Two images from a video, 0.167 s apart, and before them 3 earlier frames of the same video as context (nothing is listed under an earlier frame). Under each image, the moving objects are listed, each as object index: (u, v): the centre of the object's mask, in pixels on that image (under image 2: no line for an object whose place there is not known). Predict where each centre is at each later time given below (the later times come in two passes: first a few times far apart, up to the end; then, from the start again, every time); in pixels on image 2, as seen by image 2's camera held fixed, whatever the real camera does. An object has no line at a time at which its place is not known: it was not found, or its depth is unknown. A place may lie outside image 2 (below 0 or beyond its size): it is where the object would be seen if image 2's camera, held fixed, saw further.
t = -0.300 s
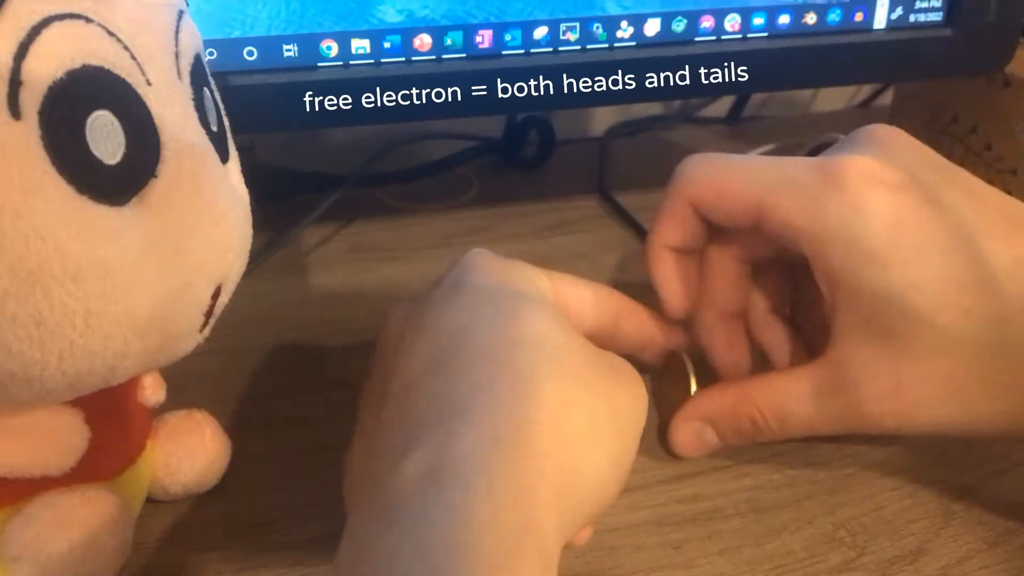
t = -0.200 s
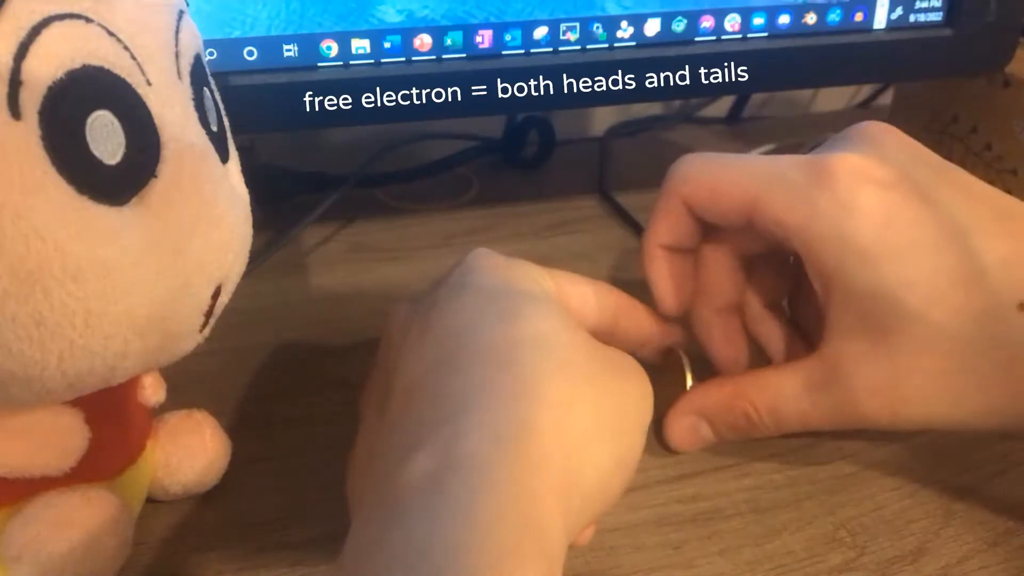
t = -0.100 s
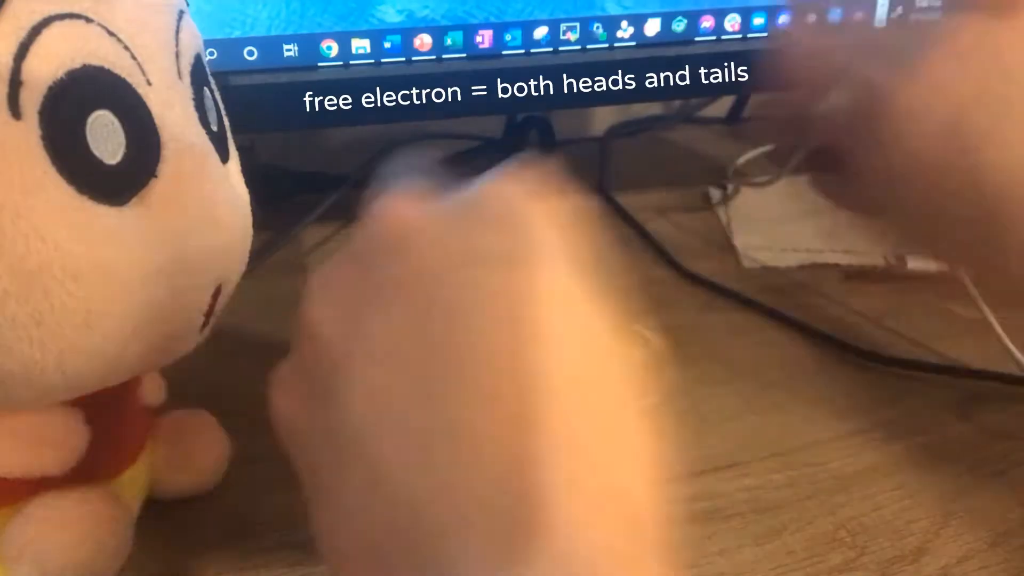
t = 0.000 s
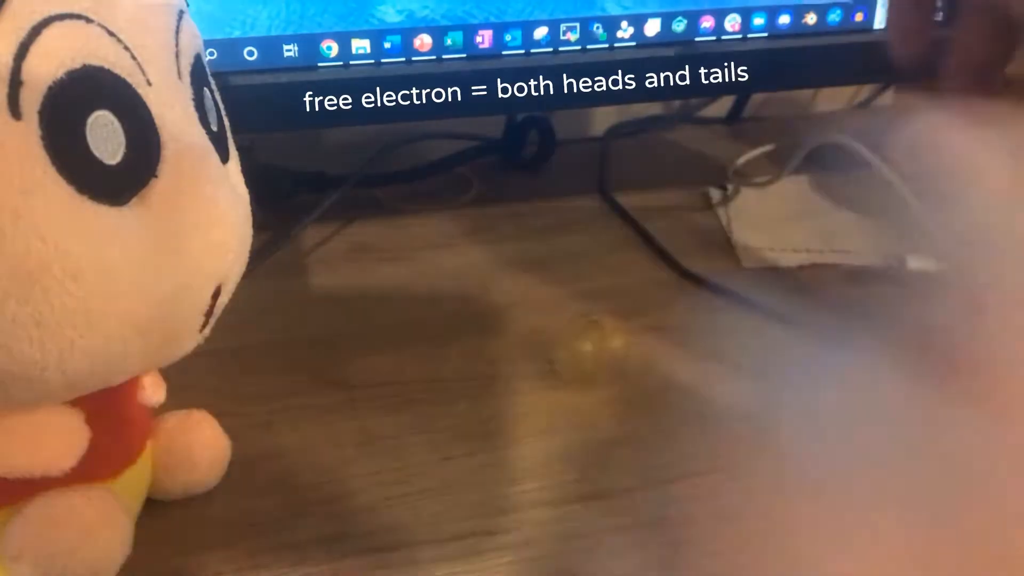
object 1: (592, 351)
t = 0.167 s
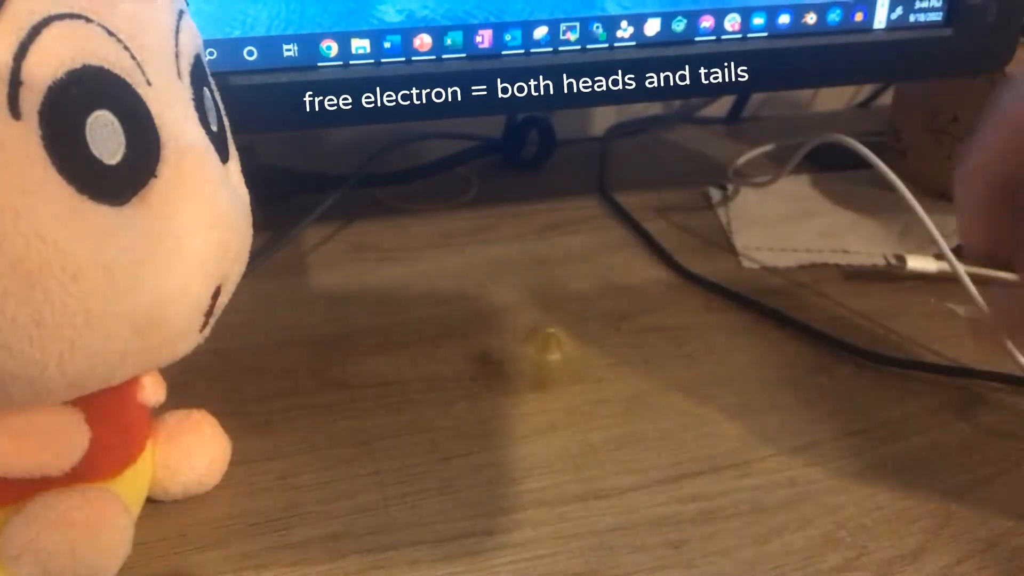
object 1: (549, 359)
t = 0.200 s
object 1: (536, 364)
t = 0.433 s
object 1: (523, 411)
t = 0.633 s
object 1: (562, 445)
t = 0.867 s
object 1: (622, 451)
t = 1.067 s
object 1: (641, 441)
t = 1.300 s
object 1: (637, 434)
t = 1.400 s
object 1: (629, 449)
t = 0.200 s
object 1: (536, 364)
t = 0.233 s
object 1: (536, 369)
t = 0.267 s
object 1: (525, 374)
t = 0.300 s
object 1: (524, 385)
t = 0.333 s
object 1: (518, 393)
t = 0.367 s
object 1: (515, 395)
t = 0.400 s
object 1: (515, 403)
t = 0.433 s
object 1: (523, 411)
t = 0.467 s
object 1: (525, 418)
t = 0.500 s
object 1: (534, 428)
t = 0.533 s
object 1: (538, 431)
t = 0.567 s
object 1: (543, 434)
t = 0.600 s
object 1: (559, 444)
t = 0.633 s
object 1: (562, 445)
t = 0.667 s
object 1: (573, 451)
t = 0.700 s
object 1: (593, 450)
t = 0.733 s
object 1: (598, 457)
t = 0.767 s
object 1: (606, 453)
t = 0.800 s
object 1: (613, 454)
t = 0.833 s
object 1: (613, 453)
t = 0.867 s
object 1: (622, 451)
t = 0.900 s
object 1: (624, 449)
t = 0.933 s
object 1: (632, 448)
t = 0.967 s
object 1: (636, 445)
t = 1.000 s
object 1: (640, 443)
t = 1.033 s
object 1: (639, 441)
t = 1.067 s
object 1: (641, 441)
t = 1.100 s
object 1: (641, 440)
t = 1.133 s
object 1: (643, 438)
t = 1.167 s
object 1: (636, 435)
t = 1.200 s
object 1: (626, 431)
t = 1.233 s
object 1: (628, 433)
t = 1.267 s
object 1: (626, 432)
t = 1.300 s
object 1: (637, 434)
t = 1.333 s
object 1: (633, 435)
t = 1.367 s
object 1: (630, 436)
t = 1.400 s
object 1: (629, 449)
